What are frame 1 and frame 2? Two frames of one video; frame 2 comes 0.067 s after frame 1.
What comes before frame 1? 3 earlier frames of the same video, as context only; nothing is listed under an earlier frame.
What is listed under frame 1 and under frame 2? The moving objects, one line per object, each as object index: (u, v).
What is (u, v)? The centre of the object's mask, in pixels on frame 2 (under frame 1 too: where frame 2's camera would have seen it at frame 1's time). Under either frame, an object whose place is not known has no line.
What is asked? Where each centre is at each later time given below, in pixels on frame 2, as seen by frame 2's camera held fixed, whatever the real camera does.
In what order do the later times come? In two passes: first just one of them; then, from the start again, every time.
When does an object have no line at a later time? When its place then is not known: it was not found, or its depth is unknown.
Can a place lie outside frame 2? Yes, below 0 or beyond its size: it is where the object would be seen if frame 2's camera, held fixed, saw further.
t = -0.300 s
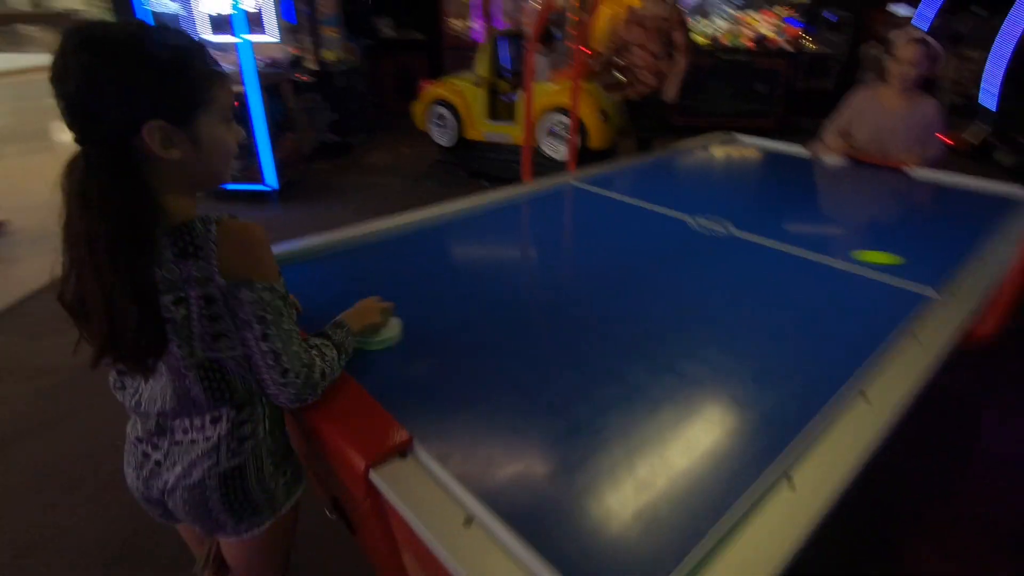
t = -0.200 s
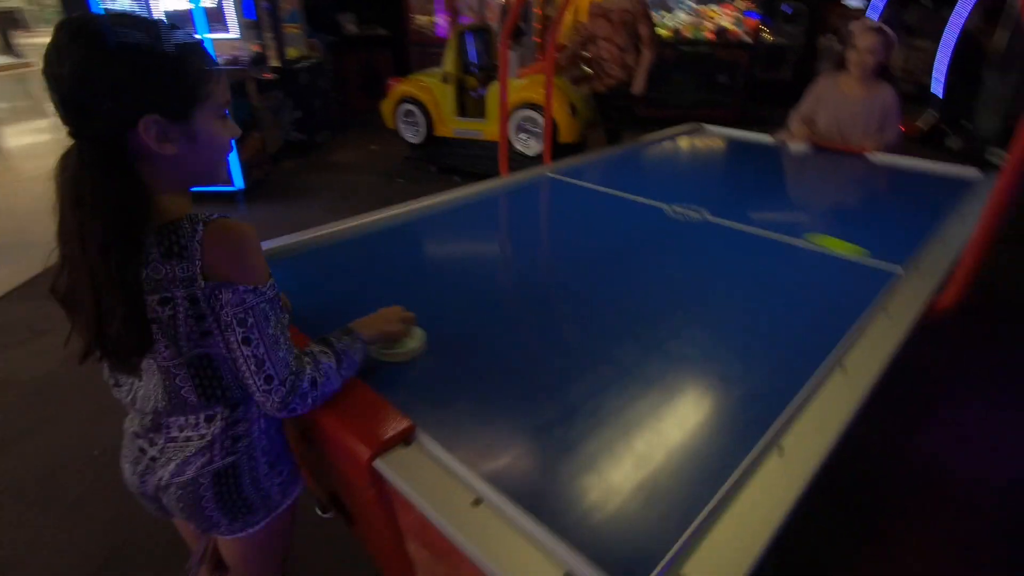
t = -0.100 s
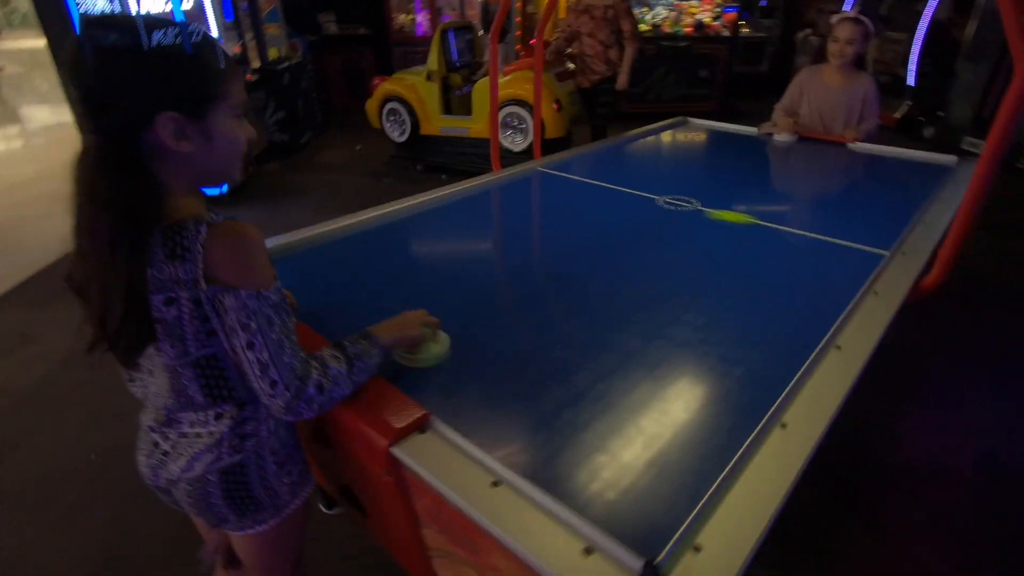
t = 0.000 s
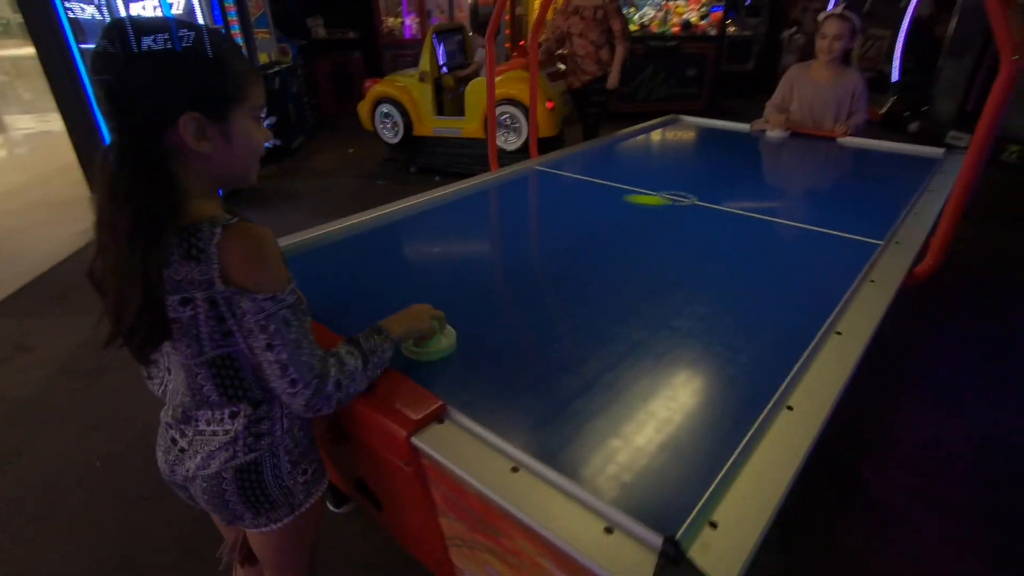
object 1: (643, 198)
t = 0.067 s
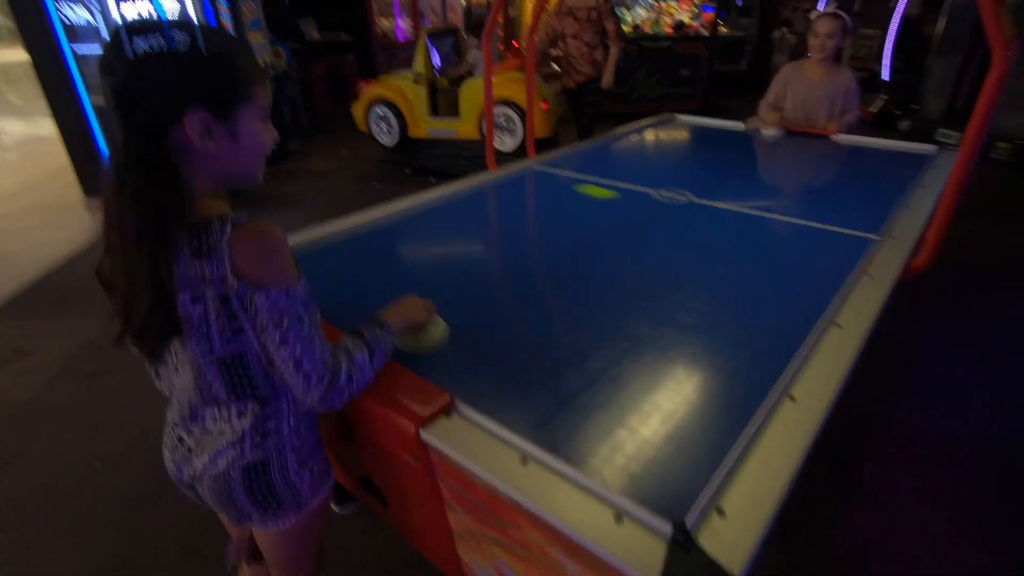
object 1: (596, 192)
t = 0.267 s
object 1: (528, 186)
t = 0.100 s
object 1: (573, 189)
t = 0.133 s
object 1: (552, 185)
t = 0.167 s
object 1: (532, 183)
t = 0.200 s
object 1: (513, 180)
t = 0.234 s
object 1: (515, 182)
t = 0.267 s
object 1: (528, 186)
